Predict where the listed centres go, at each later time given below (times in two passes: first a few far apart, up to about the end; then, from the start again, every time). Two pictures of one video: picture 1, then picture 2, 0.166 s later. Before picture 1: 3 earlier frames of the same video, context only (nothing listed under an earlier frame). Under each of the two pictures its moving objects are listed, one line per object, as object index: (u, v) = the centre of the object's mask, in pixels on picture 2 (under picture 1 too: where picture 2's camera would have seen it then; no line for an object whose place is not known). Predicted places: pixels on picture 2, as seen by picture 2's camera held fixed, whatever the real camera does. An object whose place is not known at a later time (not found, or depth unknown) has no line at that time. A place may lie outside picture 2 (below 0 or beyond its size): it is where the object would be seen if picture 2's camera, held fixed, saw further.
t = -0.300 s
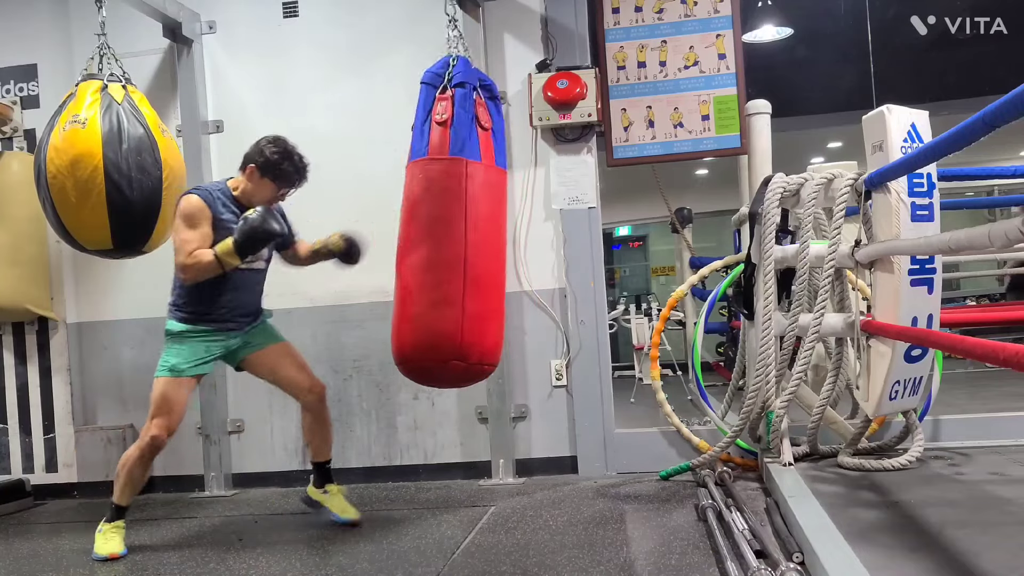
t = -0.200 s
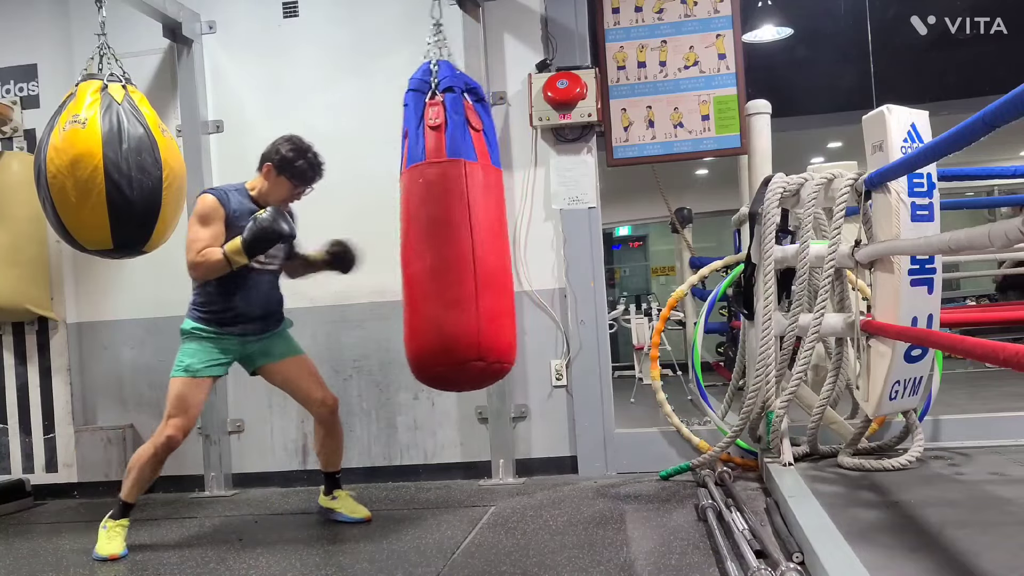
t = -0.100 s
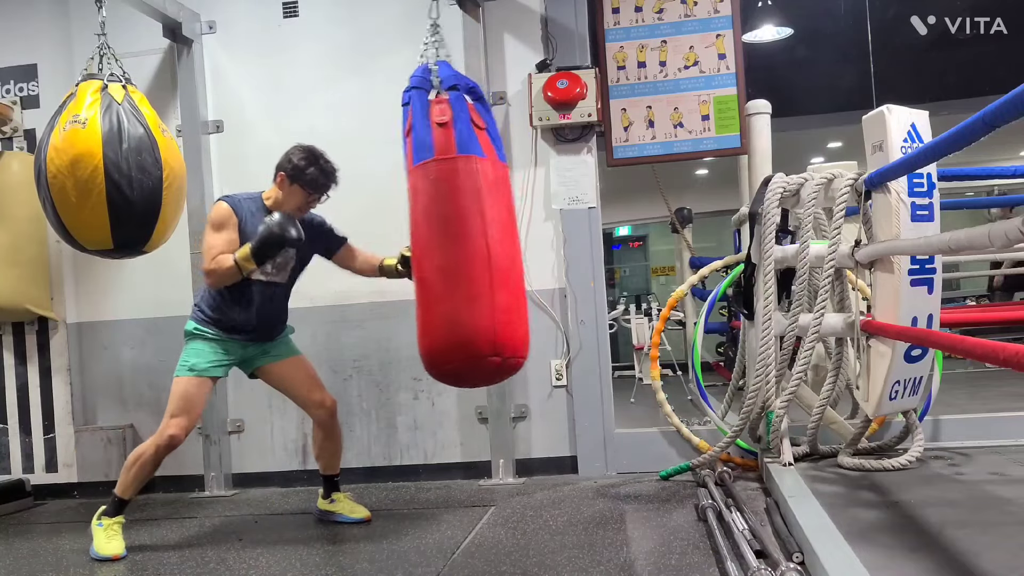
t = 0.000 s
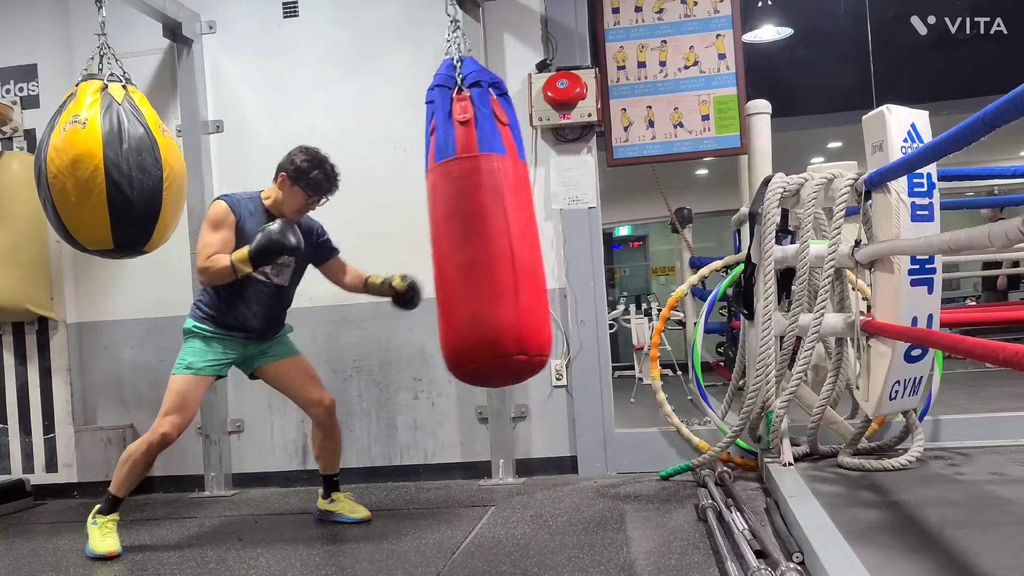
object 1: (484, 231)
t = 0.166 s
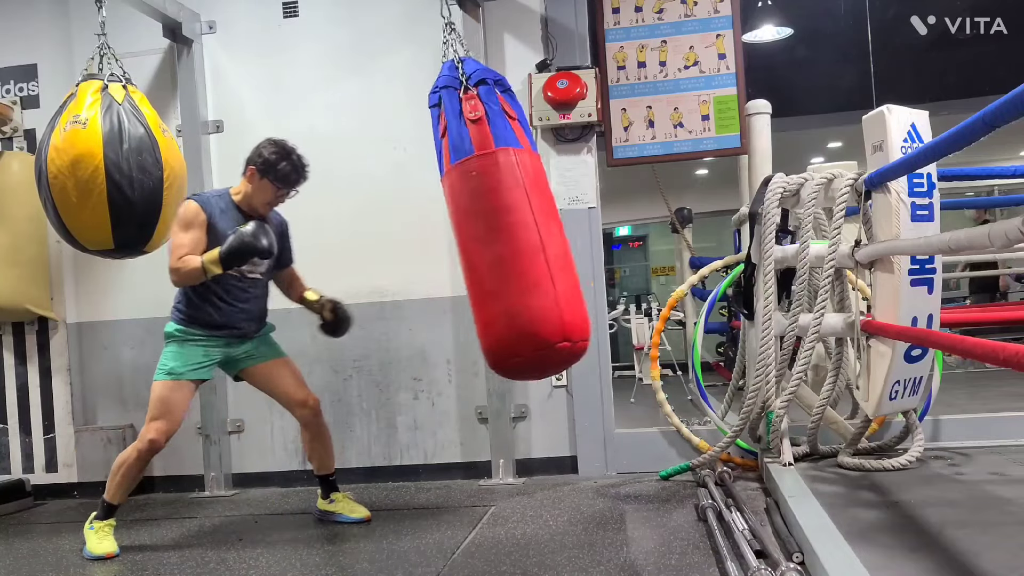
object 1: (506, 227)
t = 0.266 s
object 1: (517, 225)
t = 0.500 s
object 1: (520, 225)
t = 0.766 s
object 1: (496, 231)
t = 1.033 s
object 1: (452, 235)
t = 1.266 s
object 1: (415, 236)
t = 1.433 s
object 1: (398, 234)
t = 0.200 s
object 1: (509, 226)
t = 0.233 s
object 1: (513, 225)
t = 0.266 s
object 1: (517, 225)
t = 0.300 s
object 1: (519, 225)
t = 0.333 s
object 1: (521, 224)
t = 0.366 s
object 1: (523, 223)
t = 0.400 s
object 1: (523, 223)
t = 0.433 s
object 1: (523, 224)
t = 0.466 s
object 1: (522, 224)
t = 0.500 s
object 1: (520, 225)
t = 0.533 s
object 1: (519, 226)
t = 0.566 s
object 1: (516, 226)
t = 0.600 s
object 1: (514, 227)
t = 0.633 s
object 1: (512, 228)
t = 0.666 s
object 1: (509, 229)
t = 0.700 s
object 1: (505, 229)
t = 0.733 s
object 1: (501, 230)
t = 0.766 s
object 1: (496, 231)
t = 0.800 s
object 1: (490, 232)
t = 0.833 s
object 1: (485, 233)
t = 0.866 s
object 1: (479, 234)
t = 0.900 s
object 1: (474, 235)
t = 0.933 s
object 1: (468, 235)
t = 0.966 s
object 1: (463, 236)
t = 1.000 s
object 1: (458, 236)
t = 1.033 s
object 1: (452, 235)
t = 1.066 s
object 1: (446, 236)
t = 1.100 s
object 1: (440, 236)
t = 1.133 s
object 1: (435, 236)
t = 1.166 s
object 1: (429, 236)
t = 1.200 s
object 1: (424, 236)
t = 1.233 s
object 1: (419, 236)
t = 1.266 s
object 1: (415, 236)
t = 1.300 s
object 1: (411, 235)
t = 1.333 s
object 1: (407, 235)
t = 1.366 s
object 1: (404, 235)
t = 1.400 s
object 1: (401, 234)
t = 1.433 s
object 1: (398, 234)
